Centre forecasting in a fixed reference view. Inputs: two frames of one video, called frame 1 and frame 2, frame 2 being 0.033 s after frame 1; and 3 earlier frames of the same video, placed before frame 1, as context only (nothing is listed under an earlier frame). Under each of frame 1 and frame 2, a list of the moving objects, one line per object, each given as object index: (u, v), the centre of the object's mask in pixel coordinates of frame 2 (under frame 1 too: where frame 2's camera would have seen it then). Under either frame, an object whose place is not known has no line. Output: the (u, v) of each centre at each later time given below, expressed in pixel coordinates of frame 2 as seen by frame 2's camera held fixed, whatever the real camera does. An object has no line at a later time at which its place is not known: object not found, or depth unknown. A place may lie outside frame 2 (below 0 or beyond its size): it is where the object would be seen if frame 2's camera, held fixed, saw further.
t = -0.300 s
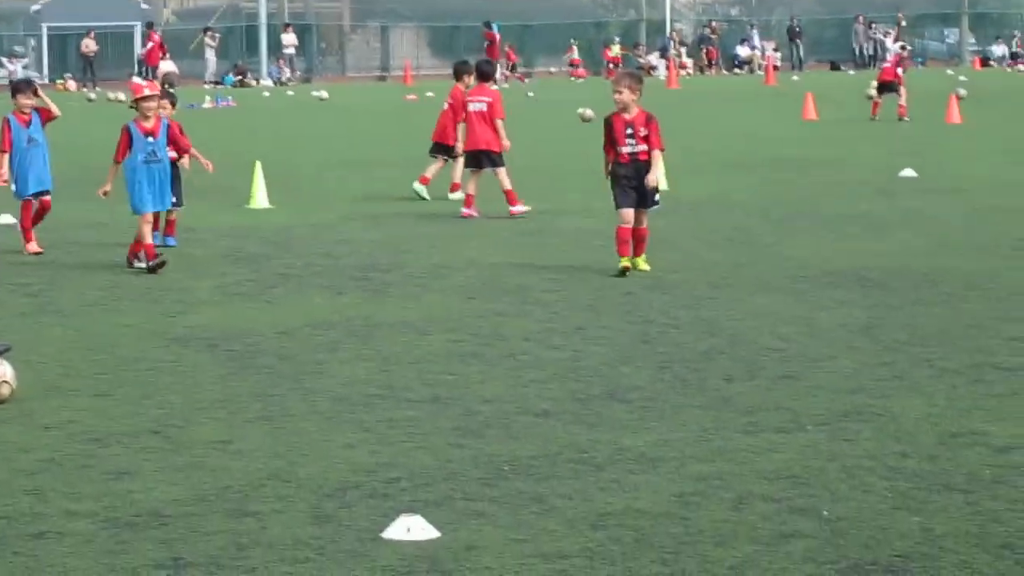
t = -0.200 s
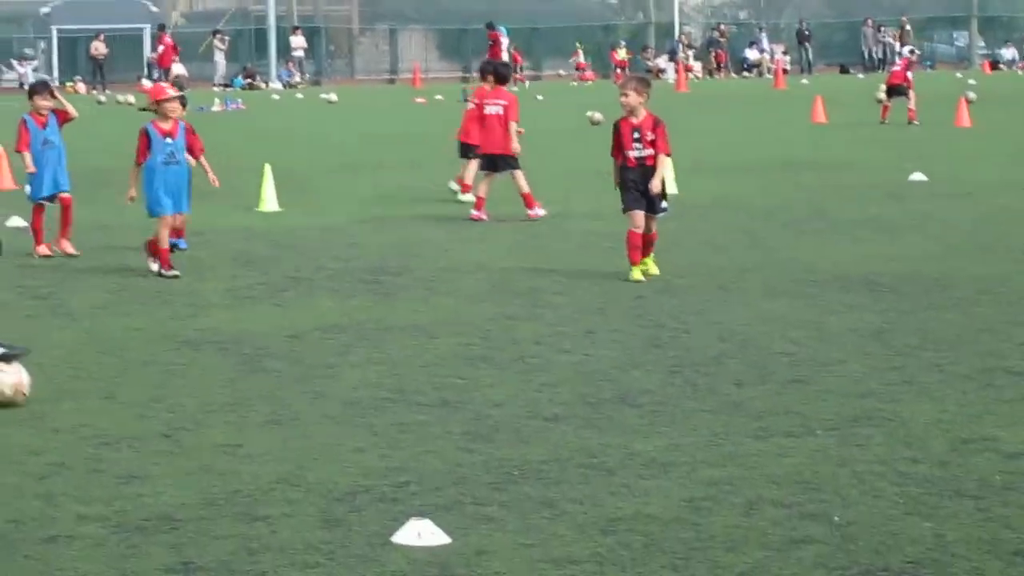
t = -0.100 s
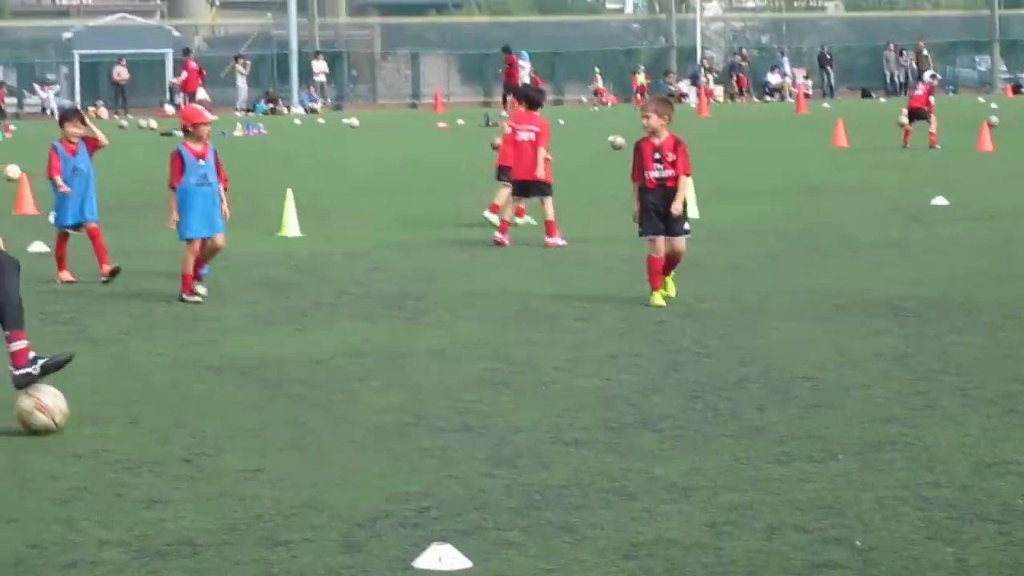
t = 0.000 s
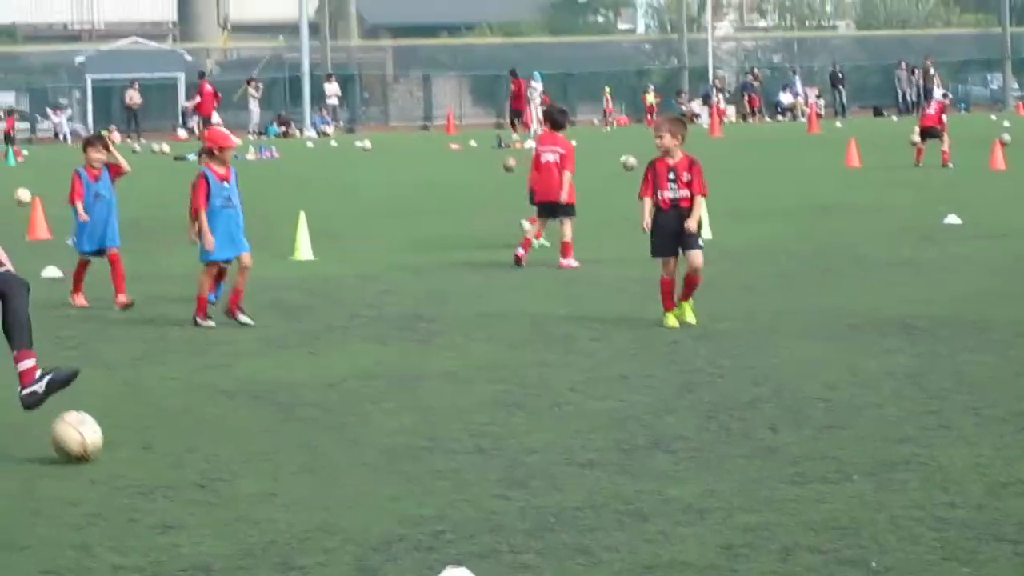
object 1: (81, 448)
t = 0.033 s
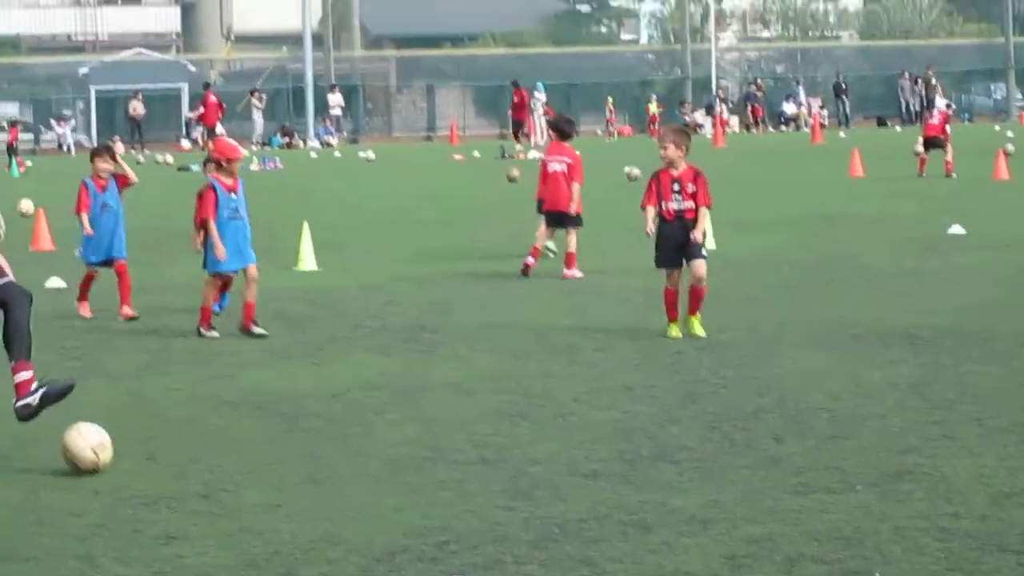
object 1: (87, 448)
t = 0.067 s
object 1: (93, 447)
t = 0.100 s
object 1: (96, 451)
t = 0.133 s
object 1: (102, 453)
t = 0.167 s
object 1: (107, 455)
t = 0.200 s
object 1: (112, 456)
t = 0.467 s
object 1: (168, 465)
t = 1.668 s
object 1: (325, 487)
